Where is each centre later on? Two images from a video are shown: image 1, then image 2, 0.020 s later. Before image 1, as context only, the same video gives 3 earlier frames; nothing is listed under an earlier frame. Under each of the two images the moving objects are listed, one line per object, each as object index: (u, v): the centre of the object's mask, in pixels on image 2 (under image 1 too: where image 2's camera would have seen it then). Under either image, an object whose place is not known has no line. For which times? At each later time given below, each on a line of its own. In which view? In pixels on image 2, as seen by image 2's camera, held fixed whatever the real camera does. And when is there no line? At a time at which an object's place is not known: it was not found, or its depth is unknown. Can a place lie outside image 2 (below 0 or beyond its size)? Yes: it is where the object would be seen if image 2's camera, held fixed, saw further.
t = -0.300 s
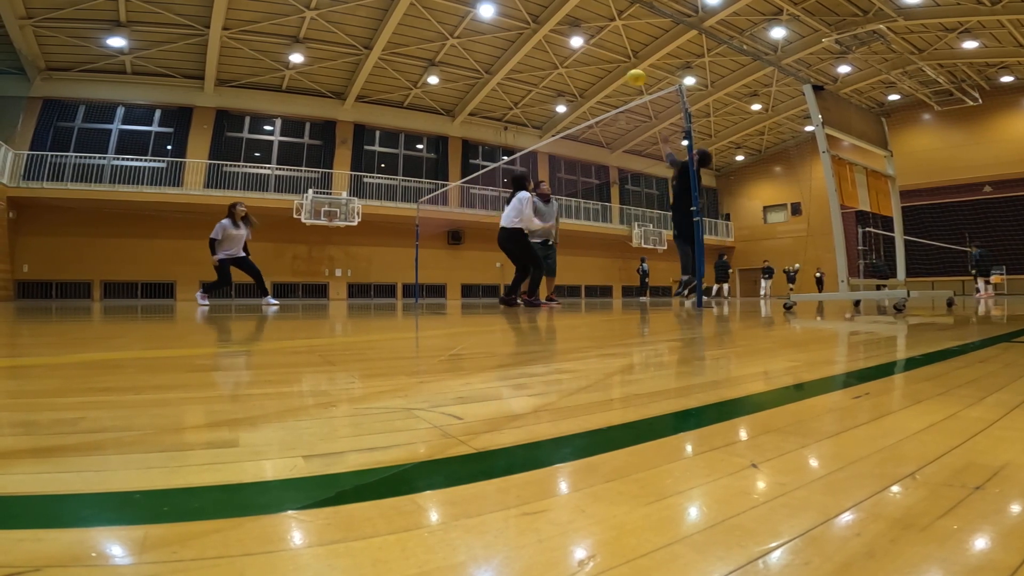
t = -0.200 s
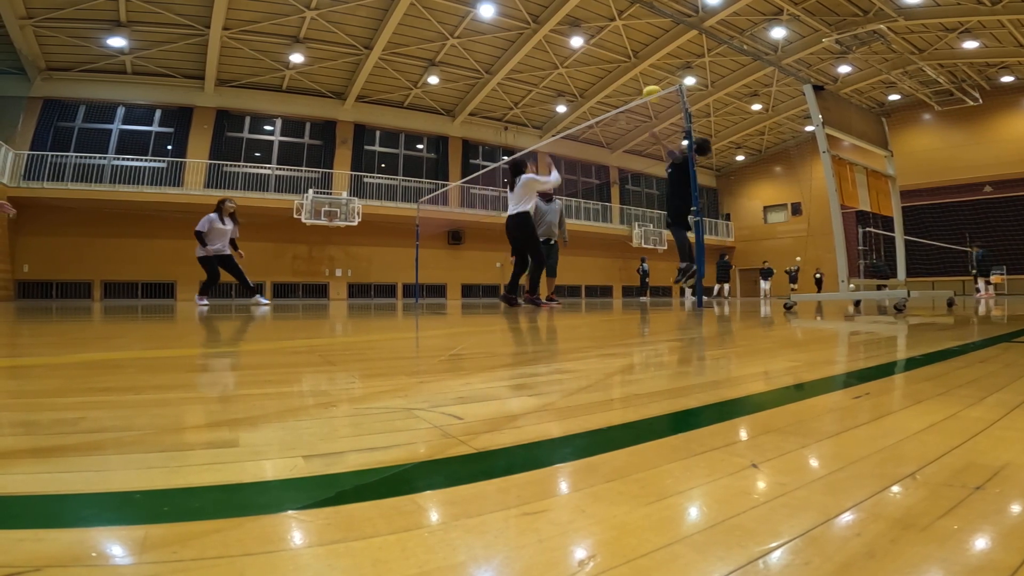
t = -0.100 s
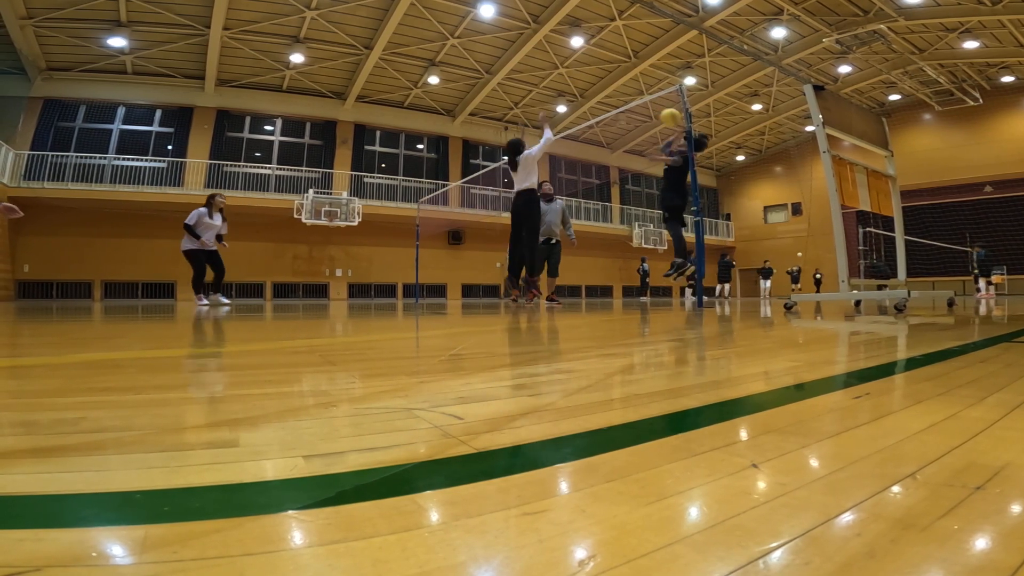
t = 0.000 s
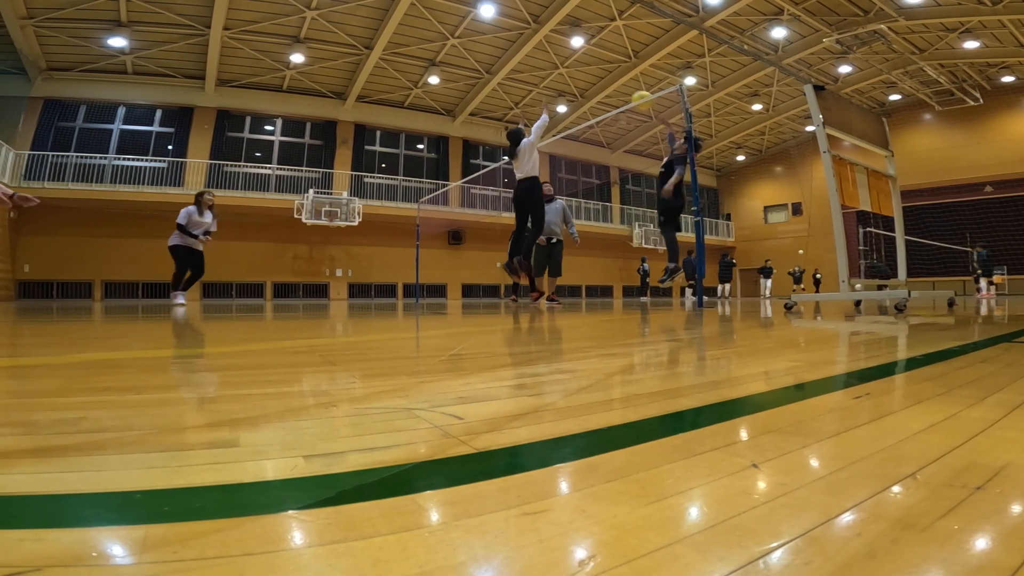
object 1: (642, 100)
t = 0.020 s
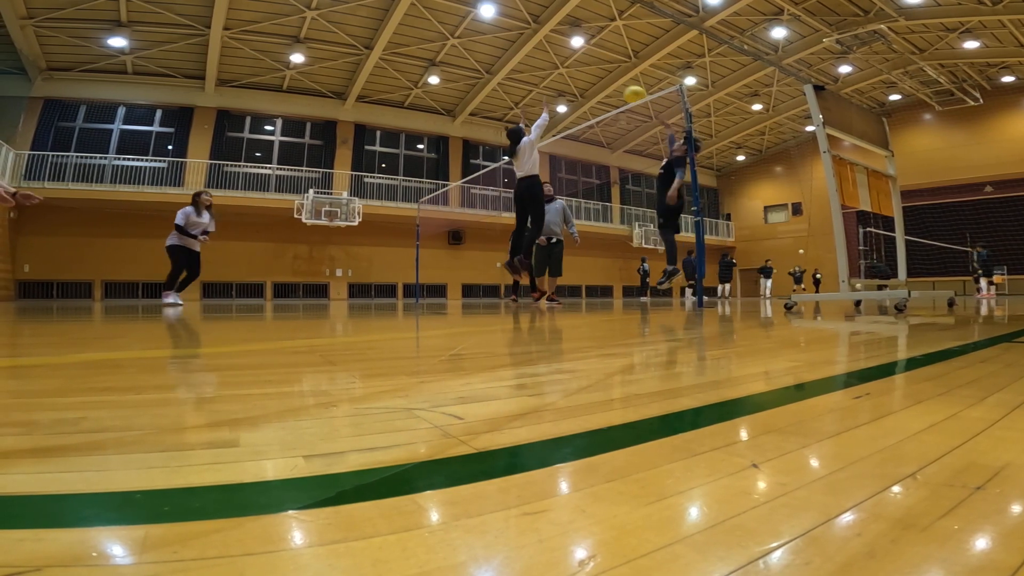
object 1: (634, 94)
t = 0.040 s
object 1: (627, 91)
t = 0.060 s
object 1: (618, 86)
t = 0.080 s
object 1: (610, 82)
